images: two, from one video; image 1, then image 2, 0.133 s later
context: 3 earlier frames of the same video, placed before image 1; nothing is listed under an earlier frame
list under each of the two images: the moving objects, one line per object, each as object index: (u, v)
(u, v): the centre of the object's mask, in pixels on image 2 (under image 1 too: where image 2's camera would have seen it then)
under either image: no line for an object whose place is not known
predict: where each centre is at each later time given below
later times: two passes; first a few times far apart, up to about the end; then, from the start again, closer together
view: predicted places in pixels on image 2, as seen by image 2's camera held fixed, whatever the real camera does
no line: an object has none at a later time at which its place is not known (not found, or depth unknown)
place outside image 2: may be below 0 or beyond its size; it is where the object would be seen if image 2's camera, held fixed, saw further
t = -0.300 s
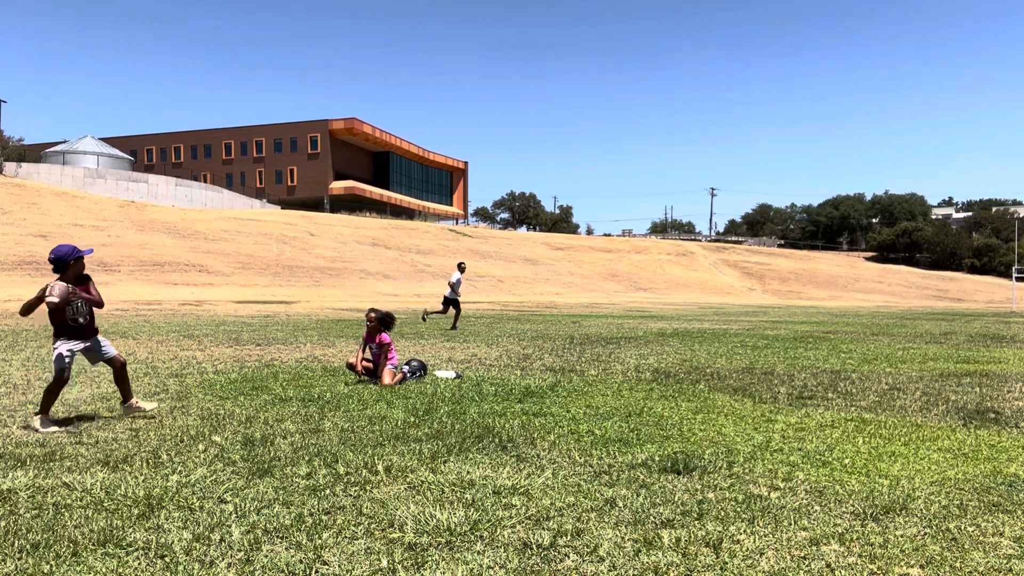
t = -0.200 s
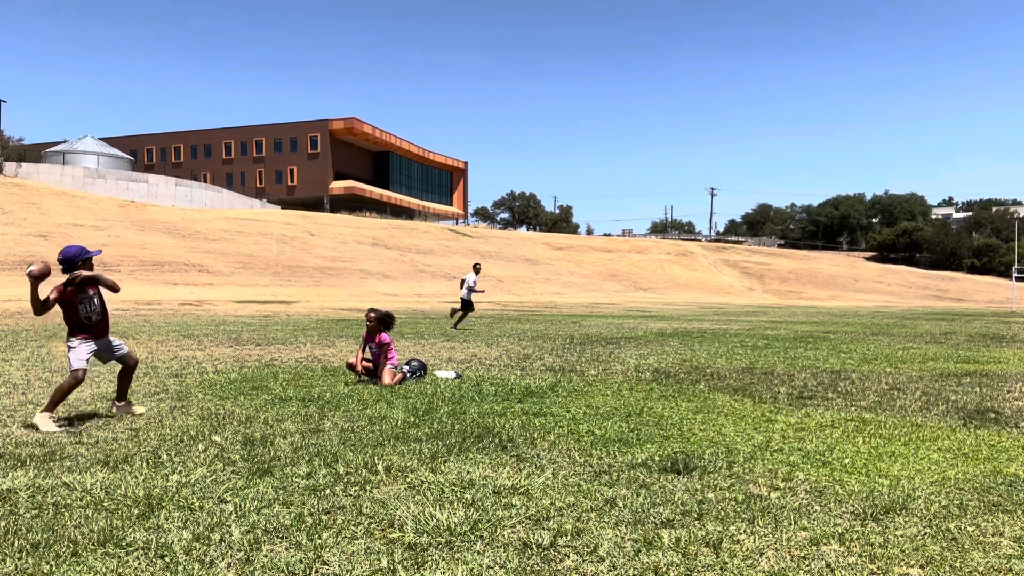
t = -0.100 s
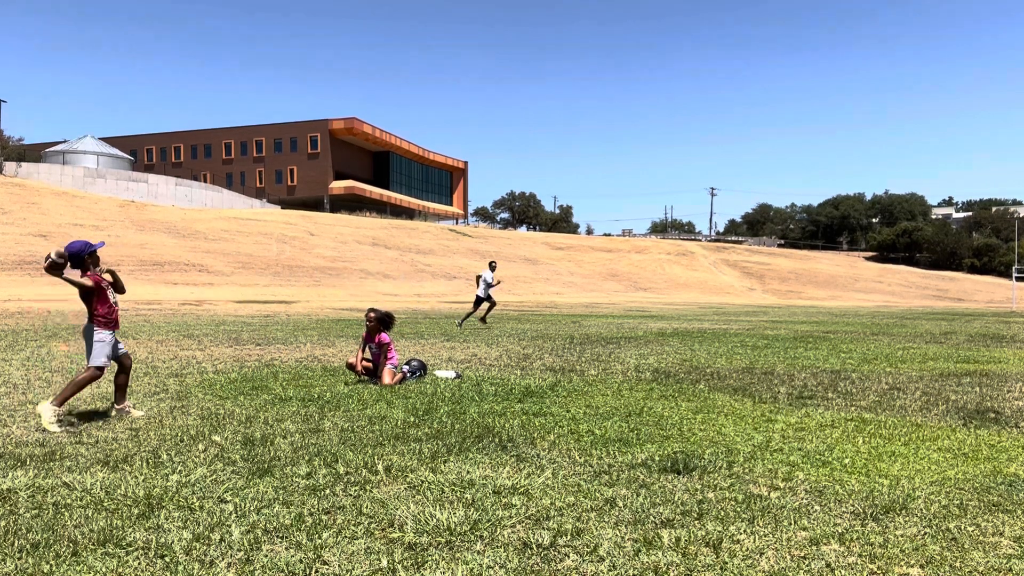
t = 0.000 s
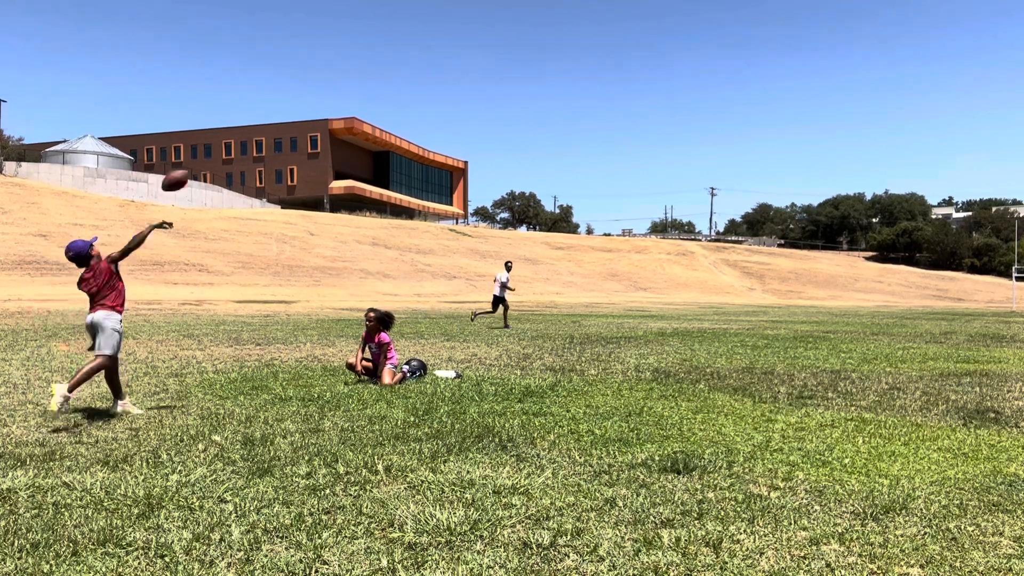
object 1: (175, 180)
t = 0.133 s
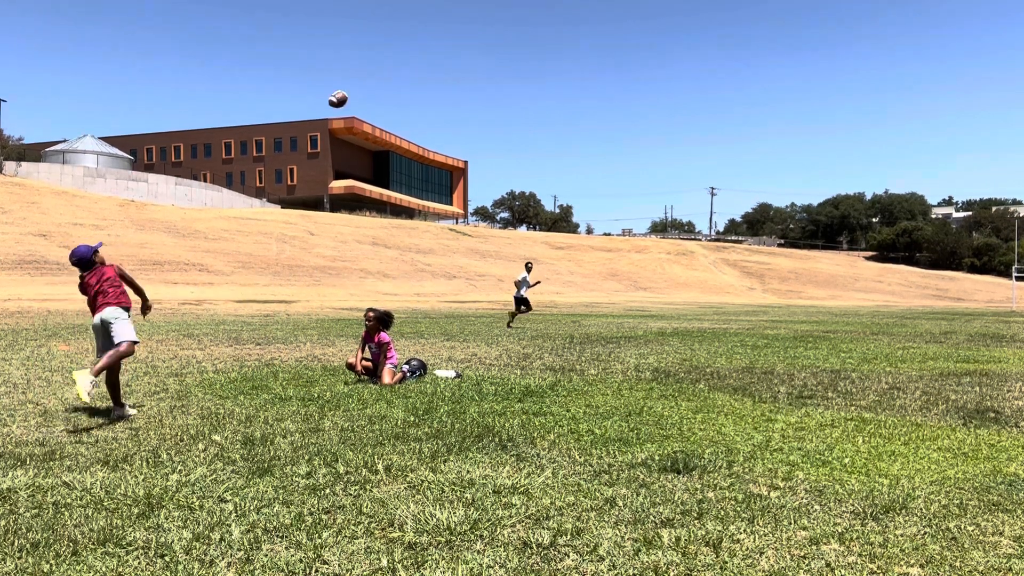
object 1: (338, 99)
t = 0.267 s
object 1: (448, 58)
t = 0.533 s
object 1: (588, 43)
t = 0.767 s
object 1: (664, 66)
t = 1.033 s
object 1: (721, 117)
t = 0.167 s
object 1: (369, 85)
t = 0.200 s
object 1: (398, 75)
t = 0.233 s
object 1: (424, 66)
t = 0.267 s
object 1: (448, 58)
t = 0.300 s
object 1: (470, 53)
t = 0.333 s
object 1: (491, 49)
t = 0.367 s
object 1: (510, 45)
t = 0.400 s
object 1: (528, 43)
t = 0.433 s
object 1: (544, 42)
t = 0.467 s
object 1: (560, 41)
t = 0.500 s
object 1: (575, 41)
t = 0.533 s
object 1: (588, 43)
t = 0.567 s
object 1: (601, 44)
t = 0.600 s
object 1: (613, 47)
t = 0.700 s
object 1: (645, 58)
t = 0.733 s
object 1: (655, 62)
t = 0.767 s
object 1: (664, 66)
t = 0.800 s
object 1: (672, 72)
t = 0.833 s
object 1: (680, 77)
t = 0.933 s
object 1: (702, 96)
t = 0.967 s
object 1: (709, 103)
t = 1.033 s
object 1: (721, 117)
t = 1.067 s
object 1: (727, 124)
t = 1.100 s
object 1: (733, 131)
